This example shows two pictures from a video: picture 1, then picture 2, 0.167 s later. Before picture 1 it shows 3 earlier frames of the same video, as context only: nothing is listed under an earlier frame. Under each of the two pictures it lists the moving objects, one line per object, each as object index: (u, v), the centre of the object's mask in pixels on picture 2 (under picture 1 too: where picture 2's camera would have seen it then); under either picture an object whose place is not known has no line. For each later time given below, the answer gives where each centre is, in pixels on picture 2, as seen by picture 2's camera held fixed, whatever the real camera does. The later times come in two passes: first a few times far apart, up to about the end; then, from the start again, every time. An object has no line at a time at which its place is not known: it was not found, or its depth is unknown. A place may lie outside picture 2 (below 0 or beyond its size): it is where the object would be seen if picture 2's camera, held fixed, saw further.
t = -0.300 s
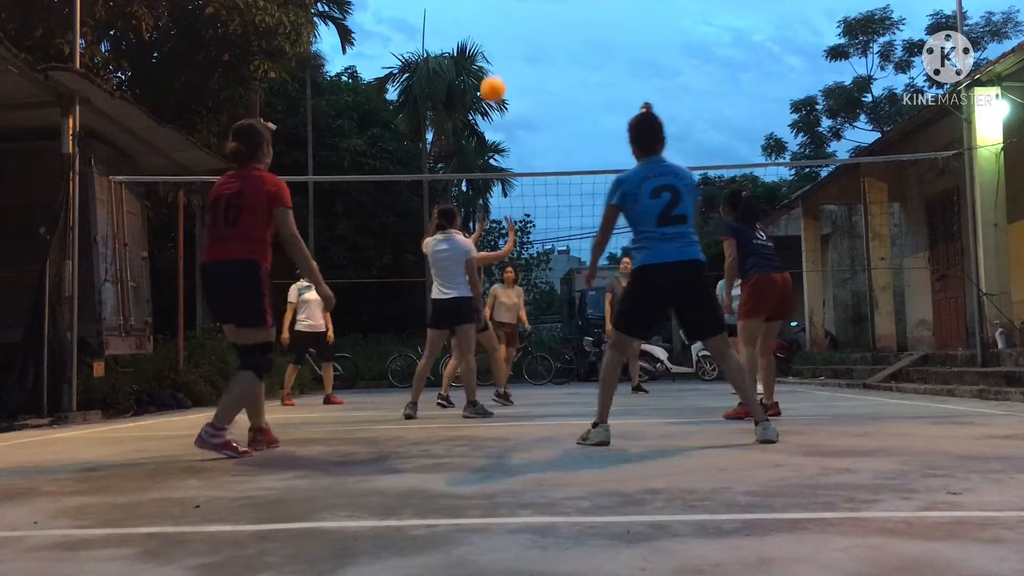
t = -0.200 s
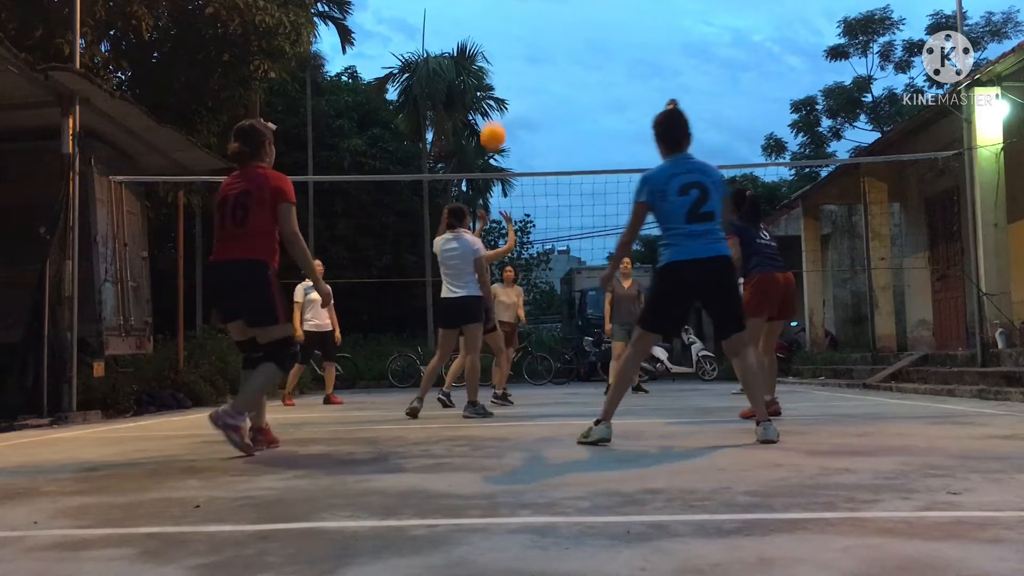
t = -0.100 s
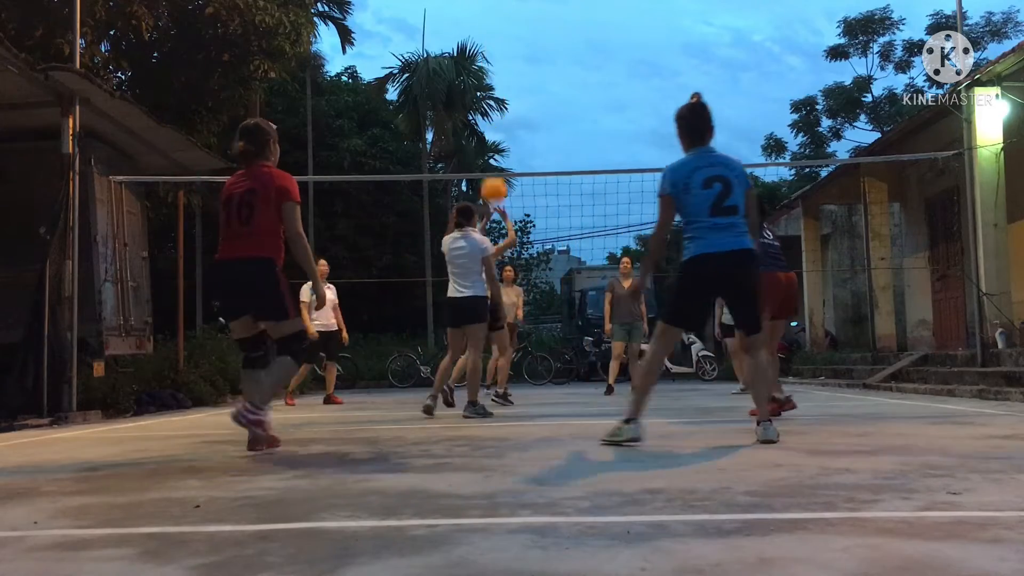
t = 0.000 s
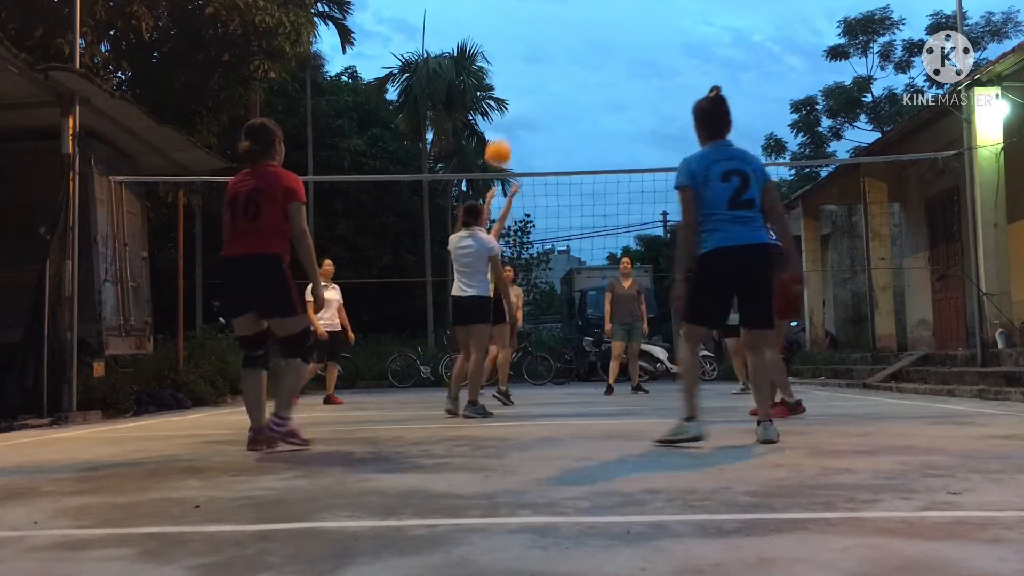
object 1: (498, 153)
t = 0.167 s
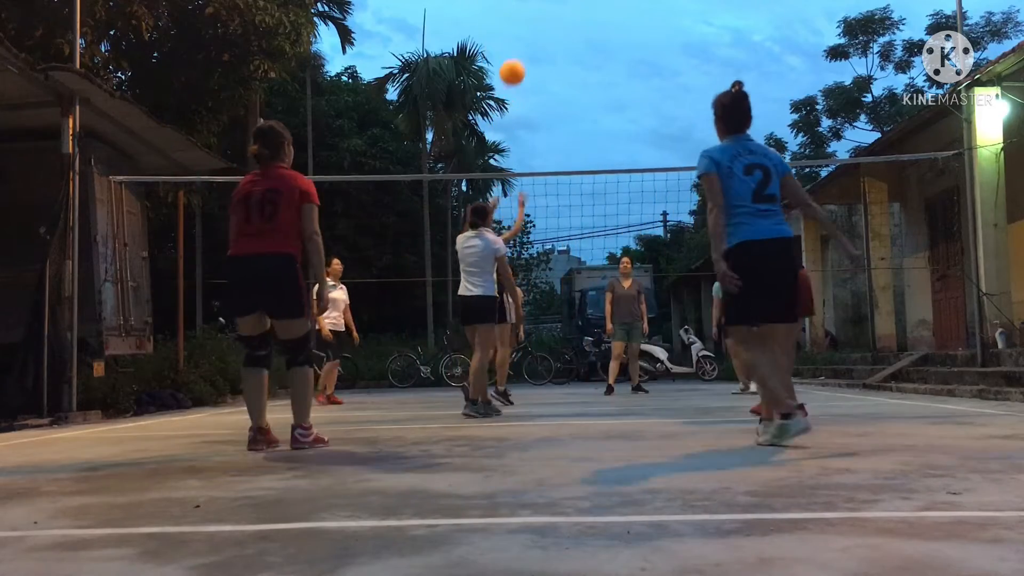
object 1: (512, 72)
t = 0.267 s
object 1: (521, 40)
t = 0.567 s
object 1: (547, 9)
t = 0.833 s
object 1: (571, 47)
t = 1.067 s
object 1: (591, 136)
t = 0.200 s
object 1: (515, 60)
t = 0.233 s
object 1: (518, 49)
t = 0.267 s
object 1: (521, 40)
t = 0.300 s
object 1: (524, 32)
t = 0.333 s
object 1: (527, 25)
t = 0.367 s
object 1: (530, 19)
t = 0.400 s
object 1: (533, 14)
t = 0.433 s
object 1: (536, 11)
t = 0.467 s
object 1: (539, 10)
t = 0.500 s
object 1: (541, 9)
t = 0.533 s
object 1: (545, 9)
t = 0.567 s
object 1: (547, 9)
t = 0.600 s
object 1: (550, 10)
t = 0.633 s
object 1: (553, 11)
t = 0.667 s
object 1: (556, 14)
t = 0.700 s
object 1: (559, 19)
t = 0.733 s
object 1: (562, 24)
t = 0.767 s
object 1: (565, 31)
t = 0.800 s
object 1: (568, 38)
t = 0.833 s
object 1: (571, 47)
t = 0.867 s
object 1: (574, 57)
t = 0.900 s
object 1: (577, 67)
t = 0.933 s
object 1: (579, 79)
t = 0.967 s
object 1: (583, 92)
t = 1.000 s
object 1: (585, 105)
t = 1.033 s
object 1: (588, 120)
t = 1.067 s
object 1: (591, 136)
